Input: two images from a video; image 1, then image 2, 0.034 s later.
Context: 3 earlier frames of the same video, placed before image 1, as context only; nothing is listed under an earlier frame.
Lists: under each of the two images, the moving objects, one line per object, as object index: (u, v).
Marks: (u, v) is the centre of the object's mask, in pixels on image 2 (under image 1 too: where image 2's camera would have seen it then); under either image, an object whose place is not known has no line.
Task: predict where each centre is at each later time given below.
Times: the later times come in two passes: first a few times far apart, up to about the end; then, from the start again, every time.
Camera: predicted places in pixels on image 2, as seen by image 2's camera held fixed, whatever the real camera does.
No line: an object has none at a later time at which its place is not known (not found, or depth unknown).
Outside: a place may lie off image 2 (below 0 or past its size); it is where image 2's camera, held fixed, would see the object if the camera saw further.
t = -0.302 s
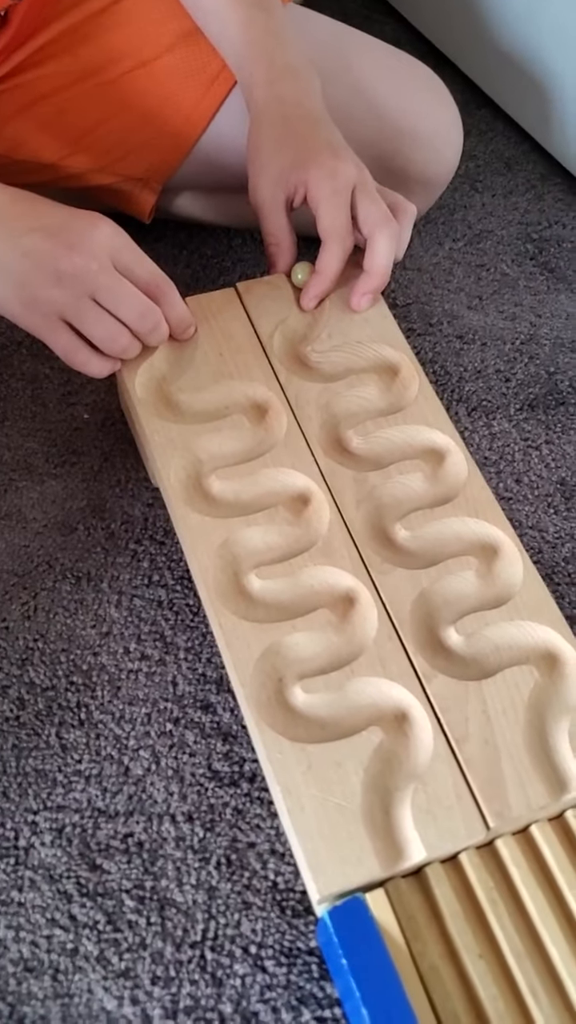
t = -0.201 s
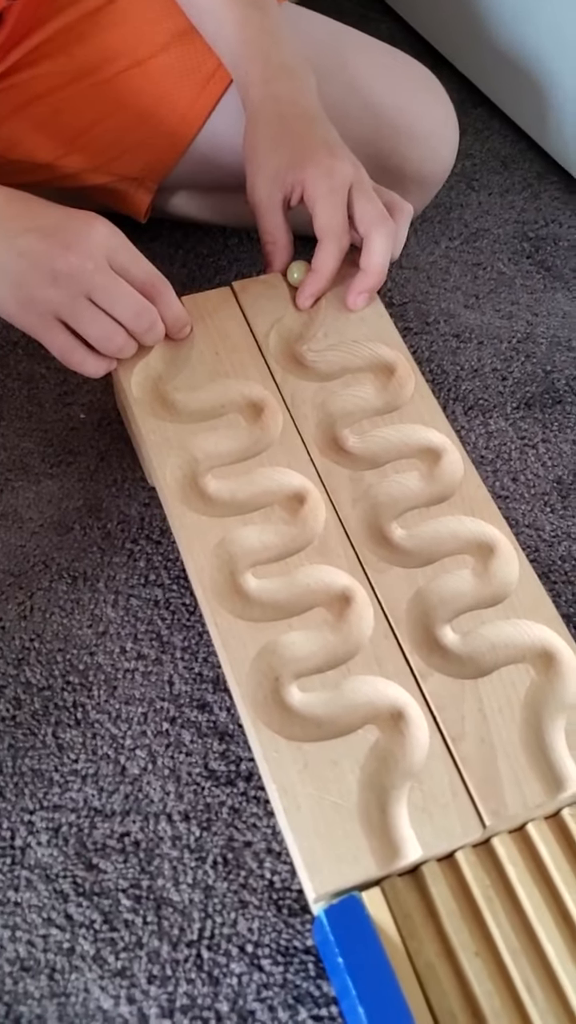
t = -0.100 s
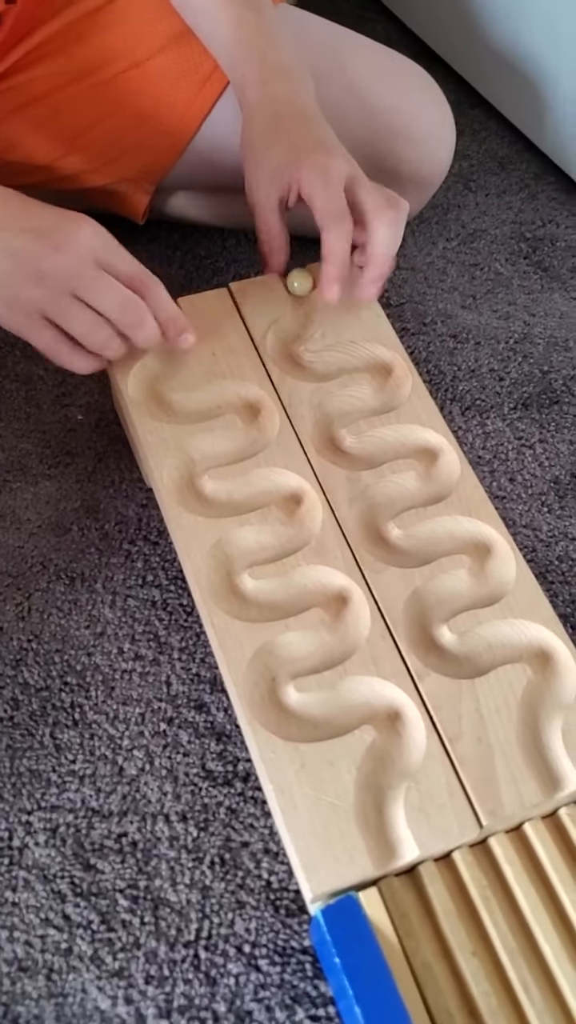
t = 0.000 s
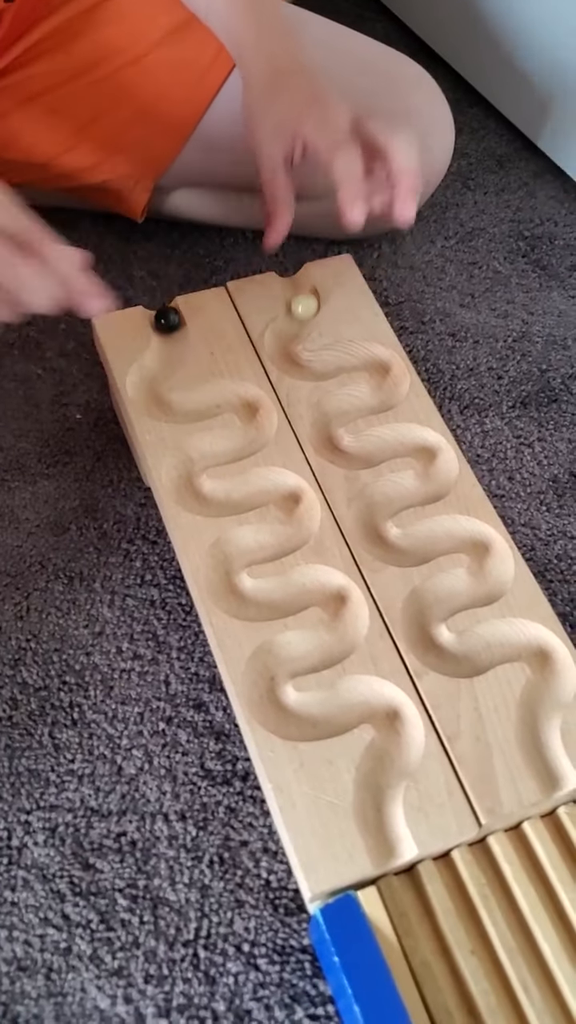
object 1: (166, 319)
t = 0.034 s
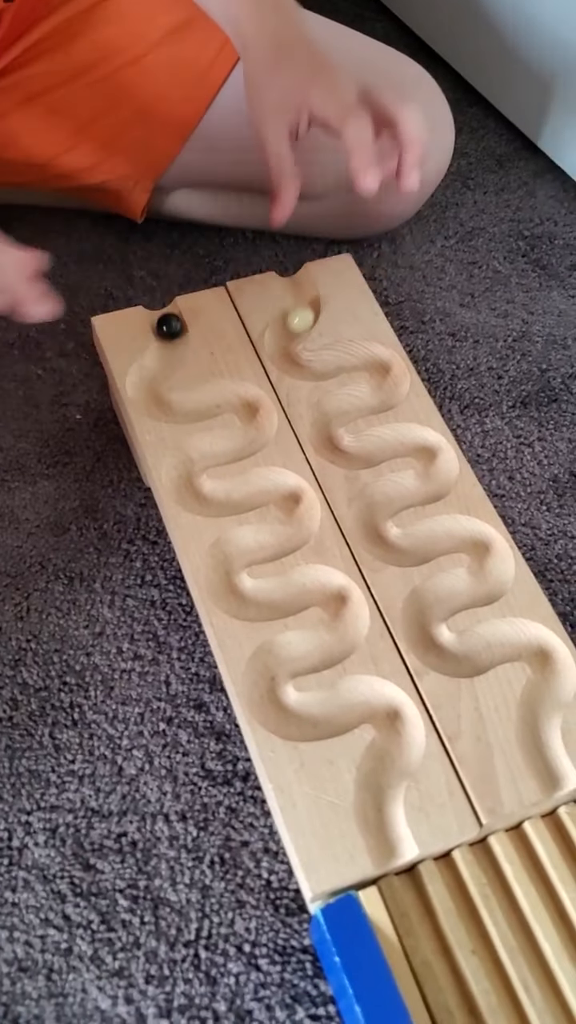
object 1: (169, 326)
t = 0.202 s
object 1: (145, 381)
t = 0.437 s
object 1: (234, 391)
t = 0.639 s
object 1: (233, 447)
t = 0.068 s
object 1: (172, 335)
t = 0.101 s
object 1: (171, 345)
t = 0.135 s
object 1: (164, 357)
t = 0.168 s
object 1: (156, 368)
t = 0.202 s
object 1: (145, 381)
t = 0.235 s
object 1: (142, 391)
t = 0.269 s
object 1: (153, 403)
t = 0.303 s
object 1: (170, 409)
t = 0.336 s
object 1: (187, 410)
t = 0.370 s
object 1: (203, 406)
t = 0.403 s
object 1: (218, 397)
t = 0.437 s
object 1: (234, 391)
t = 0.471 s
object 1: (244, 397)
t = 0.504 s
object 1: (254, 407)
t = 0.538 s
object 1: (262, 417)
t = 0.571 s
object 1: (262, 426)
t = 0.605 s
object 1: (249, 439)
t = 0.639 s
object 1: (233, 447)
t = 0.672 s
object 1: (215, 452)
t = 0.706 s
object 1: (197, 453)
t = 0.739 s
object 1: (181, 457)
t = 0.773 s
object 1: (179, 468)
